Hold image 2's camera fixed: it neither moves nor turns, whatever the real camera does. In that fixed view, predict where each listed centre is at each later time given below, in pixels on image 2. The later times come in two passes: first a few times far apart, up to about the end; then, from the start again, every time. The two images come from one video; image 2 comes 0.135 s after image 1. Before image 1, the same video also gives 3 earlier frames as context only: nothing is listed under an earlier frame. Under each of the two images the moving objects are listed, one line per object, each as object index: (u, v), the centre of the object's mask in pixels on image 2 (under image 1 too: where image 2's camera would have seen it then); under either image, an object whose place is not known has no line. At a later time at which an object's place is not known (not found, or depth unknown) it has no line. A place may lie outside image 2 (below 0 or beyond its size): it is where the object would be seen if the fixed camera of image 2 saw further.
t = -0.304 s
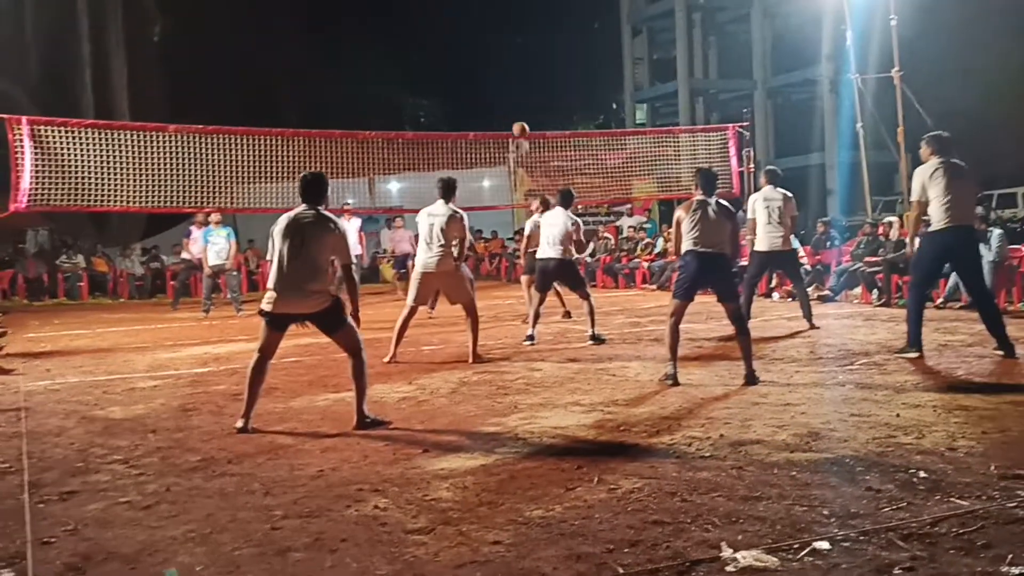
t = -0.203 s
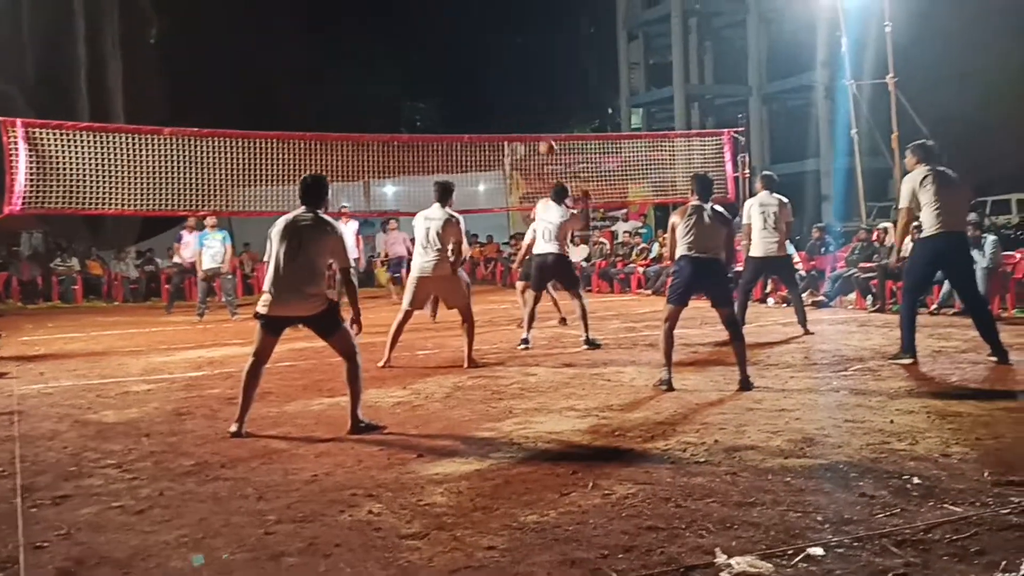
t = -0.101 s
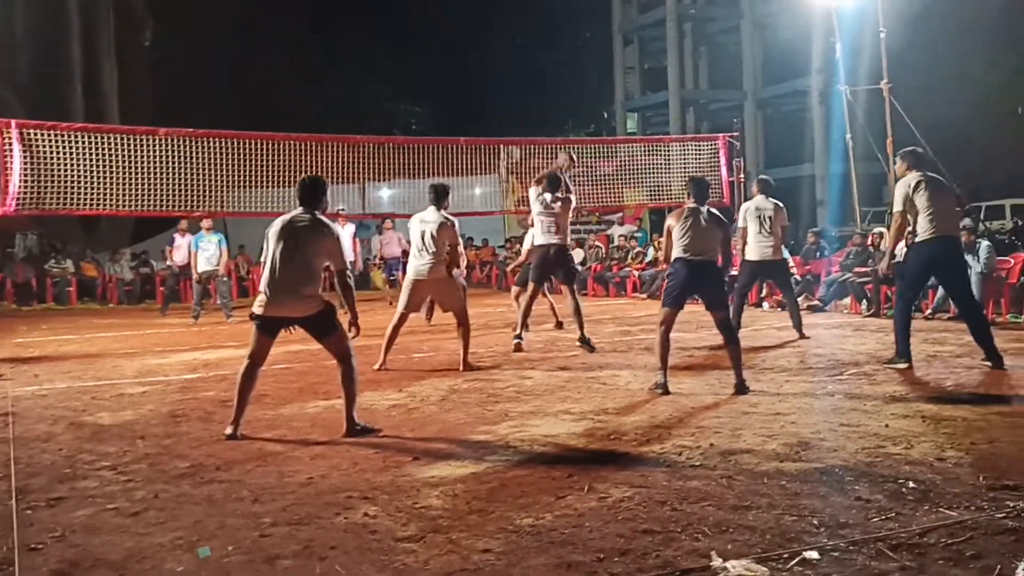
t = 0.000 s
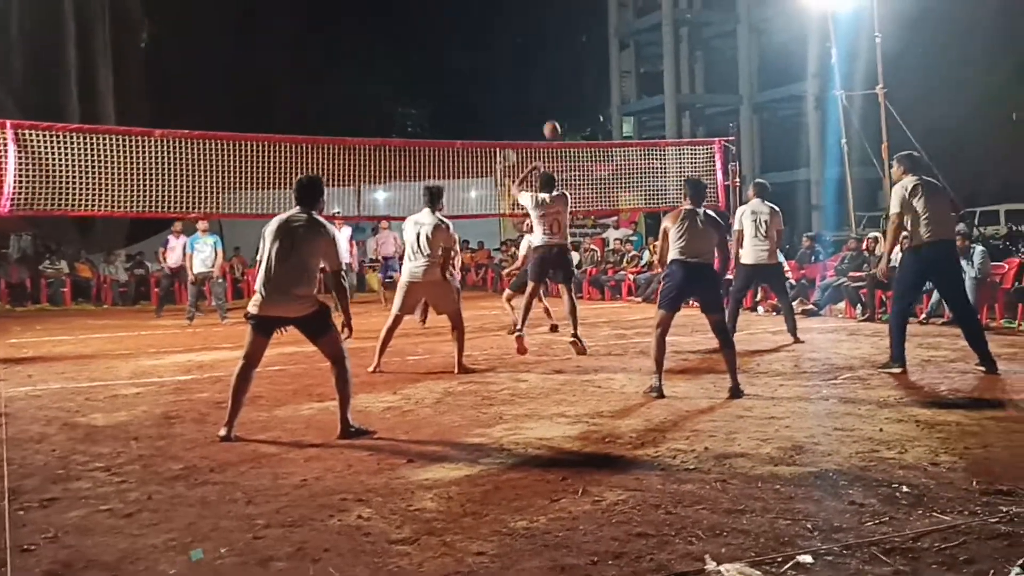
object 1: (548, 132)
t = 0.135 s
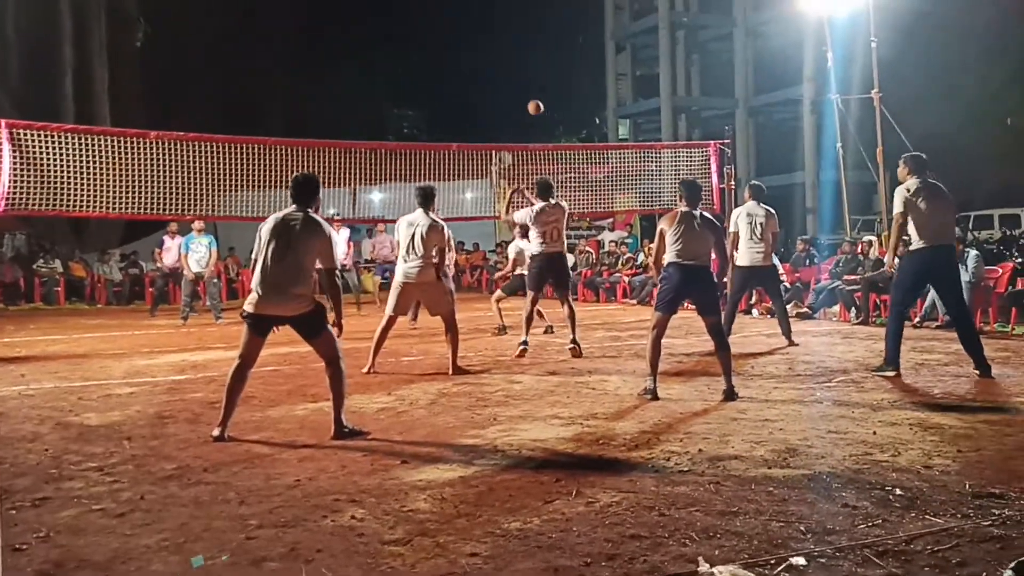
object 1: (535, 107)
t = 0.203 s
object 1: (530, 103)
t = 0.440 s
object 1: (517, 113)
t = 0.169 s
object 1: (533, 105)
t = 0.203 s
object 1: (530, 103)
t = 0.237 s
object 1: (528, 102)
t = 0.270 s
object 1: (526, 102)
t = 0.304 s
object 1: (524, 103)
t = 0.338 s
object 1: (522, 104)
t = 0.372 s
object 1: (520, 106)
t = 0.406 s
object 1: (518, 109)
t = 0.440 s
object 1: (517, 113)
